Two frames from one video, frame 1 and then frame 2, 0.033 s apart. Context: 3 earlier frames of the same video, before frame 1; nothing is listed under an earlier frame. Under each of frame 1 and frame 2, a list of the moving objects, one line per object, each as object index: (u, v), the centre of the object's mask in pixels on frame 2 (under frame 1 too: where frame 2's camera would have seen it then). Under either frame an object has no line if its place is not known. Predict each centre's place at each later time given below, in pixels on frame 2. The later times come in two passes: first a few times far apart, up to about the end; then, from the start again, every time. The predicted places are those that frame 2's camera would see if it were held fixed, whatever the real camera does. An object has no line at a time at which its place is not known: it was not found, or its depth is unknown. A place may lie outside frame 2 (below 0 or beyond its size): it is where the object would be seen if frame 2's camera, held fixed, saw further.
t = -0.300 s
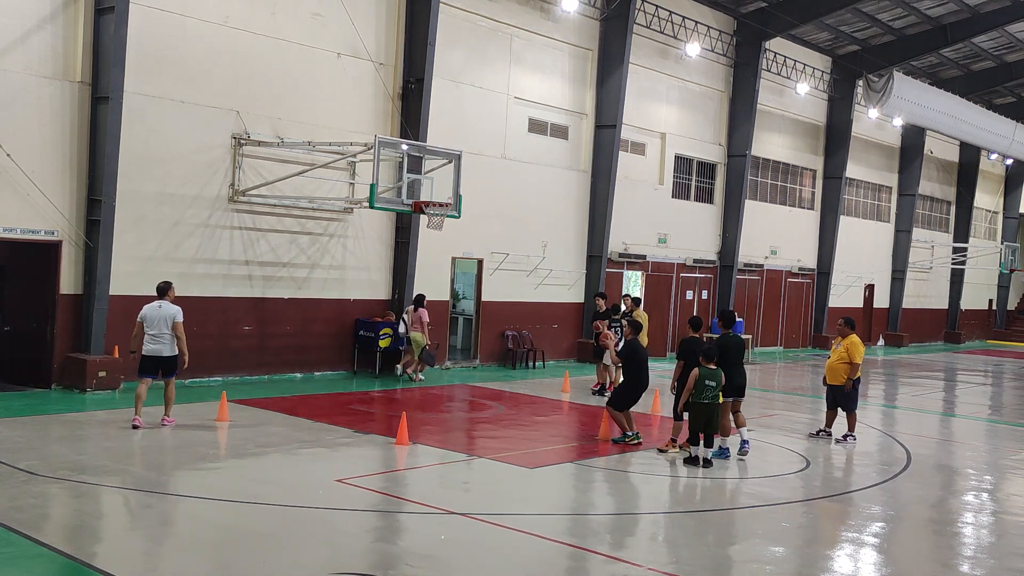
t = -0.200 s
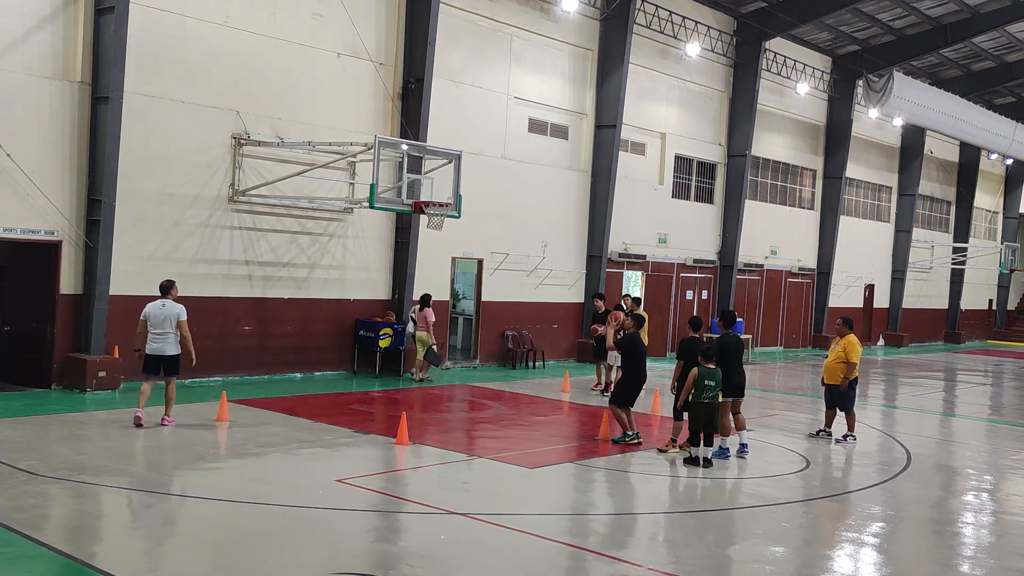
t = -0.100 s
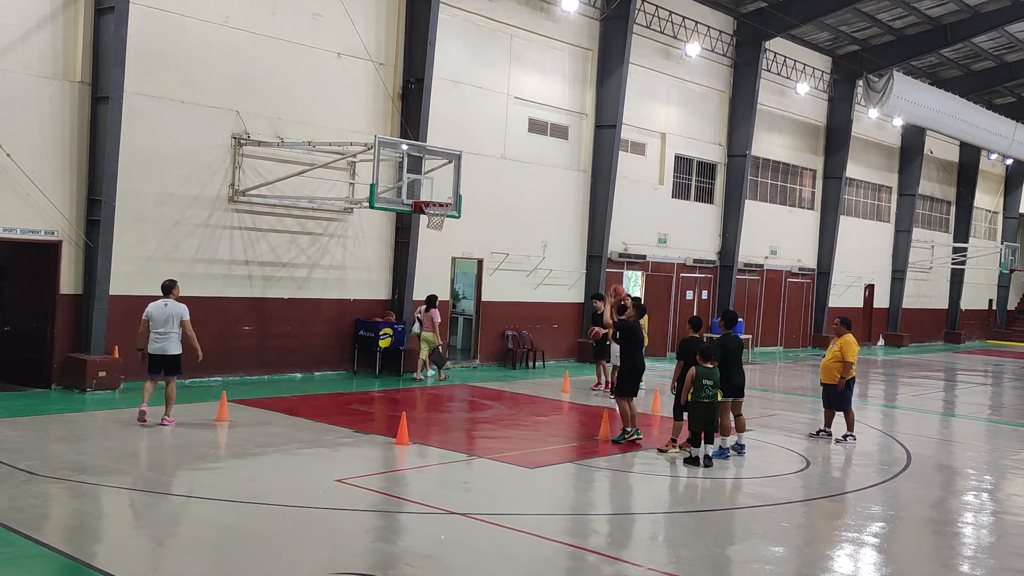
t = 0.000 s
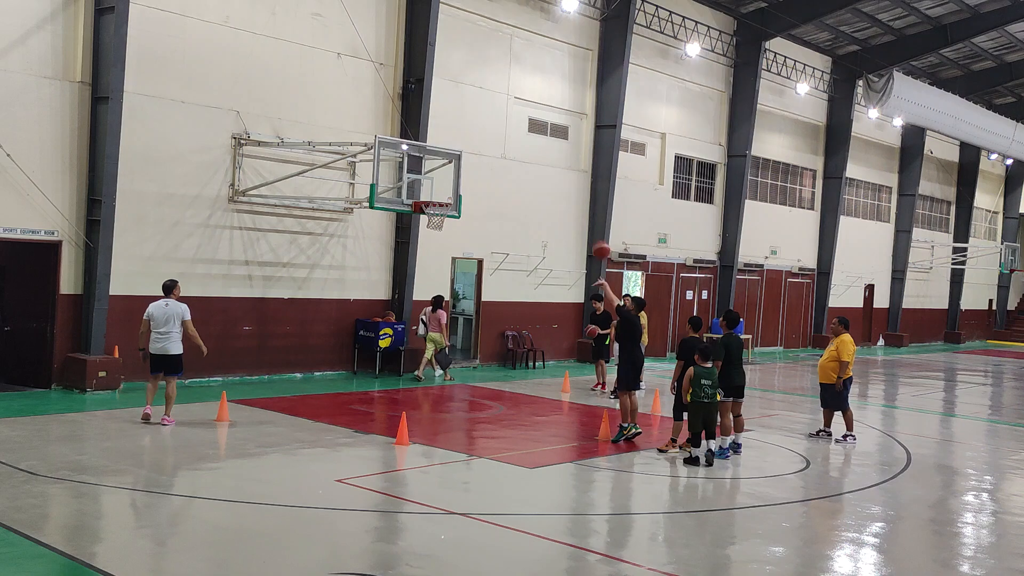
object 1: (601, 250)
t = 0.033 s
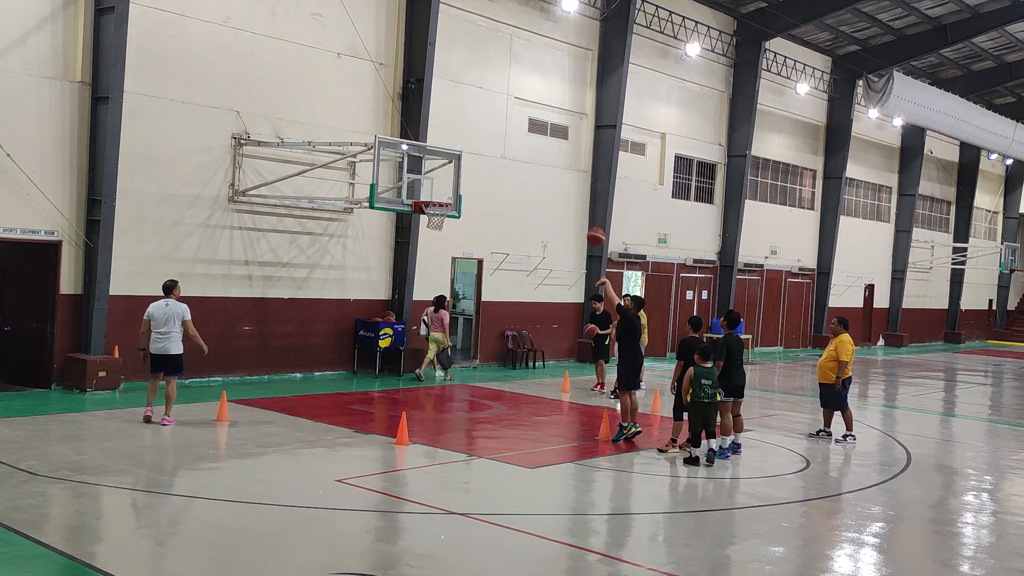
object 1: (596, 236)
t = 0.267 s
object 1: (556, 169)
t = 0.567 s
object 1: (507, 142)
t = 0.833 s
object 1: (464, 170)
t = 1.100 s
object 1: (430, 211)
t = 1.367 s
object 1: (430, 216)
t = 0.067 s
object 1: (590, 224)
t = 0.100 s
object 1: (584, 213)
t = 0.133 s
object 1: (578, 202)
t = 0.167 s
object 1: (573, 192)
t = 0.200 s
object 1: (567, 184)
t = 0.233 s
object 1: (561, 176)
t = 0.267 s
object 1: (556, 169)
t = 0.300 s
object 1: (550, 163)
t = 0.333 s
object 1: (545, 157)
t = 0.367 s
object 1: (539, 152)
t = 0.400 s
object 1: (534, 149)
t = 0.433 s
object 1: (528, 146)
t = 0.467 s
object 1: (523, 144)
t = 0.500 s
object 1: (517, 142)
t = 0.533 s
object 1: (512, 142)
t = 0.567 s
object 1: (507, 142)
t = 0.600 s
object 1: (501, 143)
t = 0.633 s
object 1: (496, 144)
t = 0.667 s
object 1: (490, 147)
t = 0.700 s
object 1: (485, 150)
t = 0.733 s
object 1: (480, 154)
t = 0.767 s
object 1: (474, 158)
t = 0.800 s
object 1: (469, 164)
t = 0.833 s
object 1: (464, 170)
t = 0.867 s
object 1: (458, 176)
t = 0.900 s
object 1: (453, 183)
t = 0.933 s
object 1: (448, 191)
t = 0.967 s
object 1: (444, 197)
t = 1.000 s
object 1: (440, 199)
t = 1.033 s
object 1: (437, 205)
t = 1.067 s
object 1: (434, 210)
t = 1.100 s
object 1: (430, 211)
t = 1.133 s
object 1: (429, 211)
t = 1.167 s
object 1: (426, 212)
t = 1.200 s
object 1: (426, 211)
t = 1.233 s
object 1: (427, 213)
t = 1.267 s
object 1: (427, 212)
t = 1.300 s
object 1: (429, 215)
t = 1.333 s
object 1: (429, 215)
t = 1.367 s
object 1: (430, 216)
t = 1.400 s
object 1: (431, 219)
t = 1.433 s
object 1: (434, 220)
